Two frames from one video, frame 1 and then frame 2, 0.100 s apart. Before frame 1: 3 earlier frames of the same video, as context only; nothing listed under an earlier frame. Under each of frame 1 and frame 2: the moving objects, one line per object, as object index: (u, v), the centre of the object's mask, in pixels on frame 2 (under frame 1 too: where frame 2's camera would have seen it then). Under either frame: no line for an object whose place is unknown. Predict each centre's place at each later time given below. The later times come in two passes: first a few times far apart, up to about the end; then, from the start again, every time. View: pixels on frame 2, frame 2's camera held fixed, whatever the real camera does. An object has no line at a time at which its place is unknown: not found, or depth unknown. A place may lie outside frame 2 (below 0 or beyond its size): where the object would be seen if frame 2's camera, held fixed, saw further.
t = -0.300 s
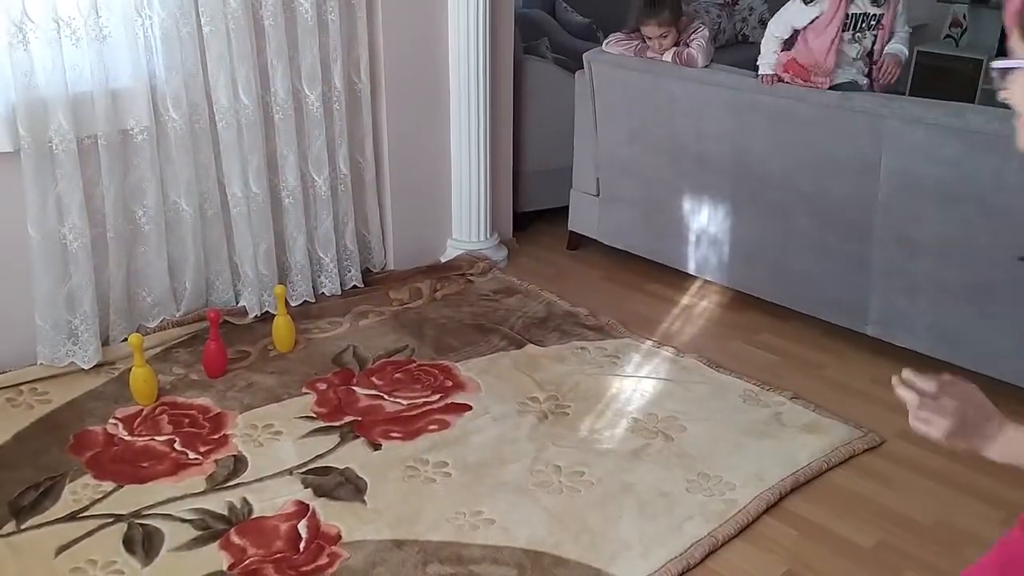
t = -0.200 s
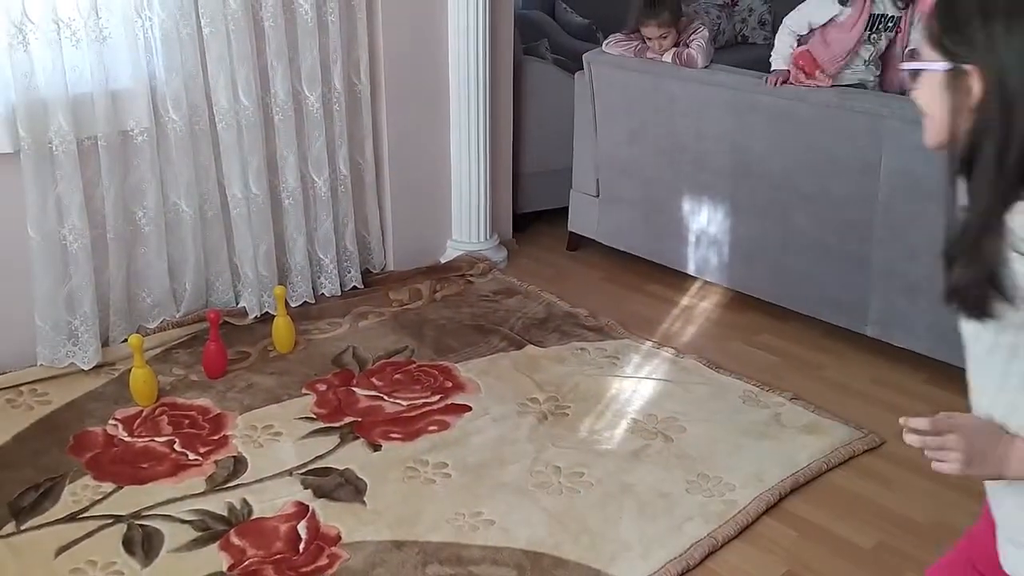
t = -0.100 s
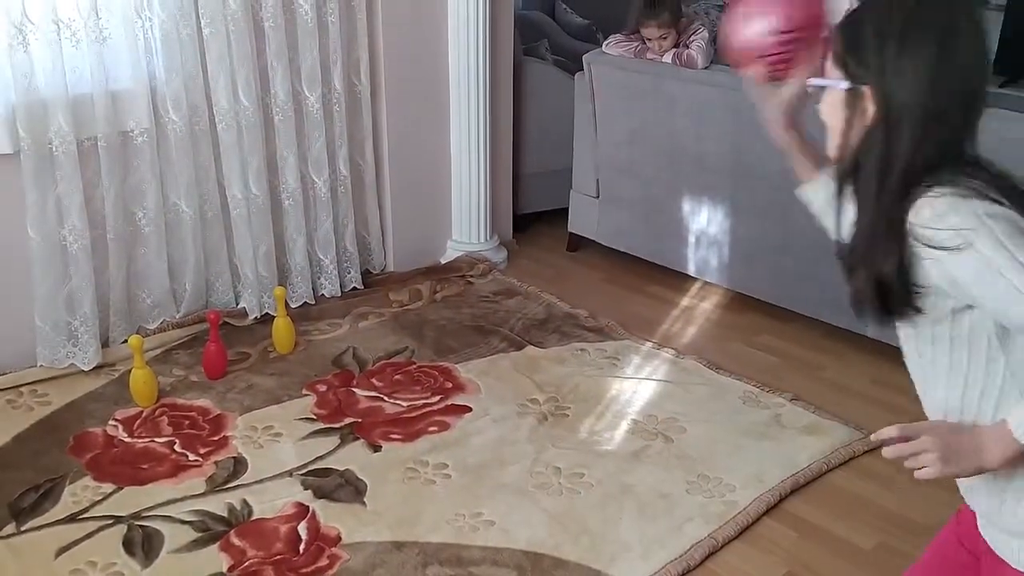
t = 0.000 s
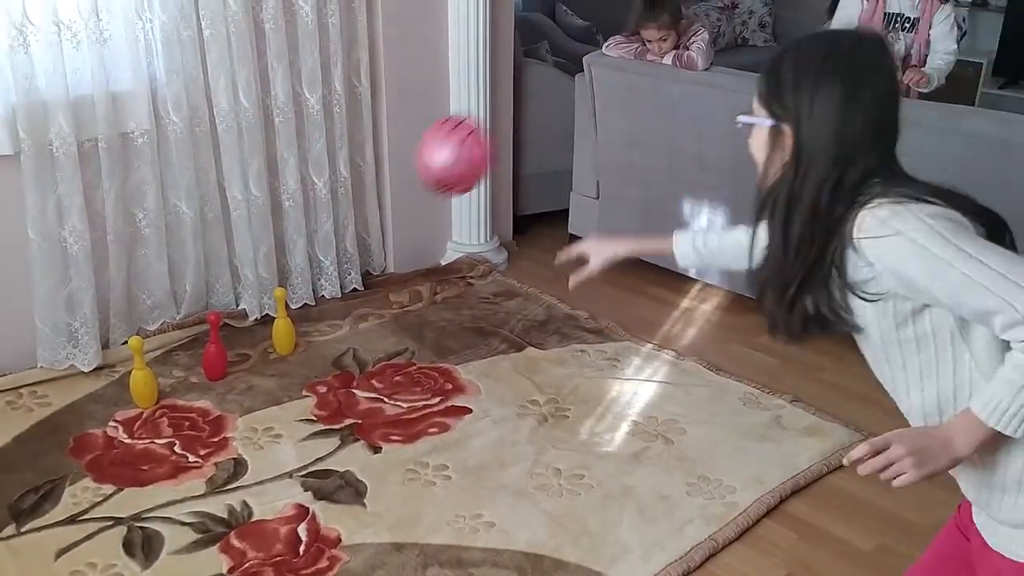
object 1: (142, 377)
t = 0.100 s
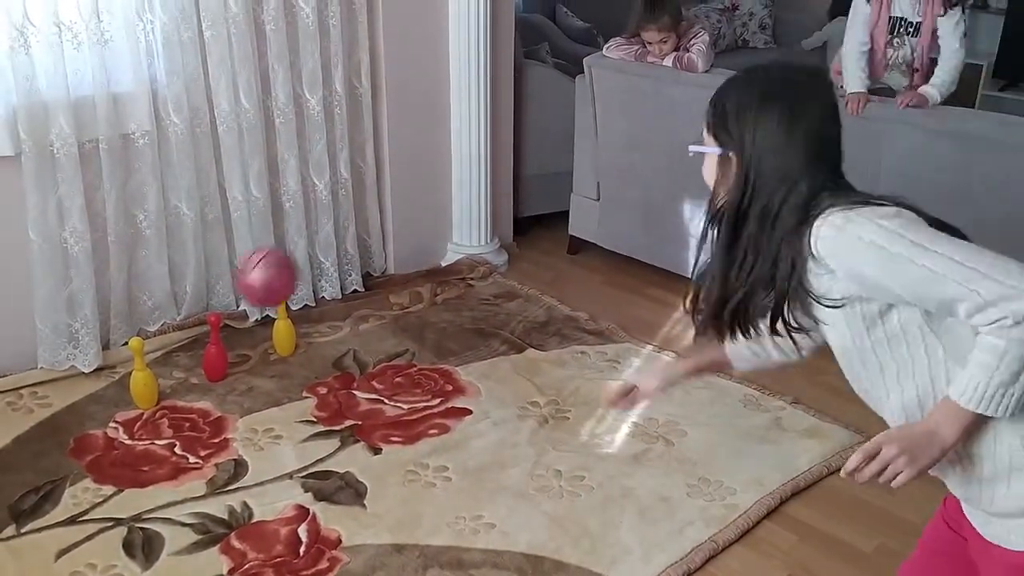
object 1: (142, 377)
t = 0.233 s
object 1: (143, 377)
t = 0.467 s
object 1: (143, 378)
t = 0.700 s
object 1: (146, 383)
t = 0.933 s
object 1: (202, 411)
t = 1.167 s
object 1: (232, 429)
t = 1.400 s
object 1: (237, 429)
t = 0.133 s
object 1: (142, 377)
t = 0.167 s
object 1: (142, 378)
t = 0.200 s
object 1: (142, 377)
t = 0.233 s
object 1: (143, 377)
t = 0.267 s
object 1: (143, 377)
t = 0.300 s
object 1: (143, 378)
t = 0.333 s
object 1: (143, 378)
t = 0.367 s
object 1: (143, 378)
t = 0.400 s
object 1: (143, 378)
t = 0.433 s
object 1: (143, 378)
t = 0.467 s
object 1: (143, 378)
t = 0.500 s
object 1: (143, 378)
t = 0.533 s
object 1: (142, 378)
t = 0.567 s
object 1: (142, 378)
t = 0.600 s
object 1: (142, 379)
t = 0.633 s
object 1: (142, 379)
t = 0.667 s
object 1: (143, 379)
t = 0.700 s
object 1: (146, 383)
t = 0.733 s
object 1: (153, 389)
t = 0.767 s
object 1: (167, 404)
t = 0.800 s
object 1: (176, 417)
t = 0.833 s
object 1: (181, 411)
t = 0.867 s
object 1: (187, 407)
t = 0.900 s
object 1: (194, 408)
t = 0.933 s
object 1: (202, 411)
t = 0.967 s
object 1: (206, 413)
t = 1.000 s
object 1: (211, 417)
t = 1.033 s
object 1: (217, 423)
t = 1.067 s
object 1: (222, 426)
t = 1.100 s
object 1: (224, 424)
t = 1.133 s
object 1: (229, 427)
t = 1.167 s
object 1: (232, 429)
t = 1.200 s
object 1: (234, 429)
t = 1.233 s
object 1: (236, 430)
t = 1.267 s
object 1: (237, 430)
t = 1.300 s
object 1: (237, 430)
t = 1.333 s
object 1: (238, 430)
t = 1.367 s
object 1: (237, 429)
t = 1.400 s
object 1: (237, 429)
